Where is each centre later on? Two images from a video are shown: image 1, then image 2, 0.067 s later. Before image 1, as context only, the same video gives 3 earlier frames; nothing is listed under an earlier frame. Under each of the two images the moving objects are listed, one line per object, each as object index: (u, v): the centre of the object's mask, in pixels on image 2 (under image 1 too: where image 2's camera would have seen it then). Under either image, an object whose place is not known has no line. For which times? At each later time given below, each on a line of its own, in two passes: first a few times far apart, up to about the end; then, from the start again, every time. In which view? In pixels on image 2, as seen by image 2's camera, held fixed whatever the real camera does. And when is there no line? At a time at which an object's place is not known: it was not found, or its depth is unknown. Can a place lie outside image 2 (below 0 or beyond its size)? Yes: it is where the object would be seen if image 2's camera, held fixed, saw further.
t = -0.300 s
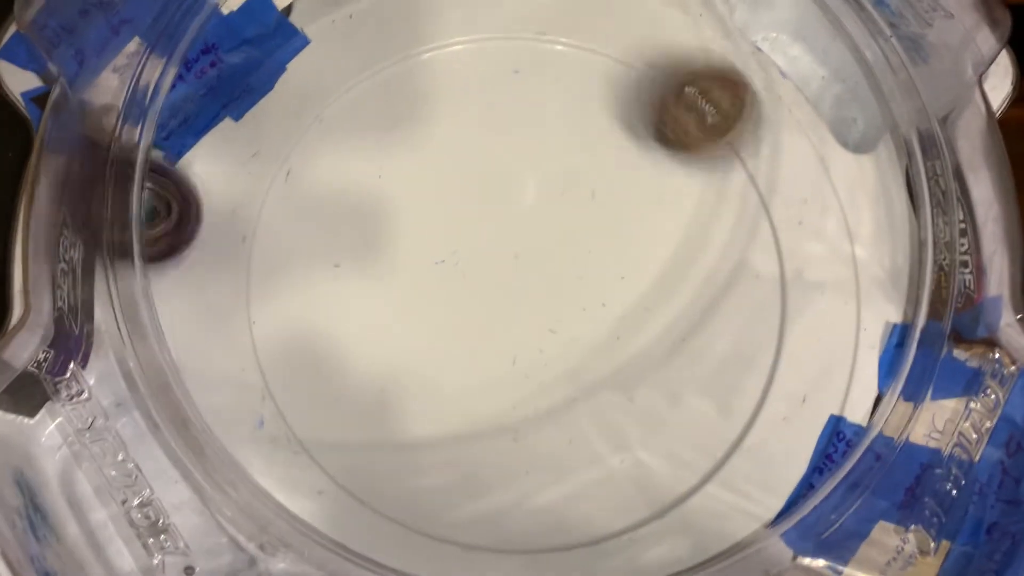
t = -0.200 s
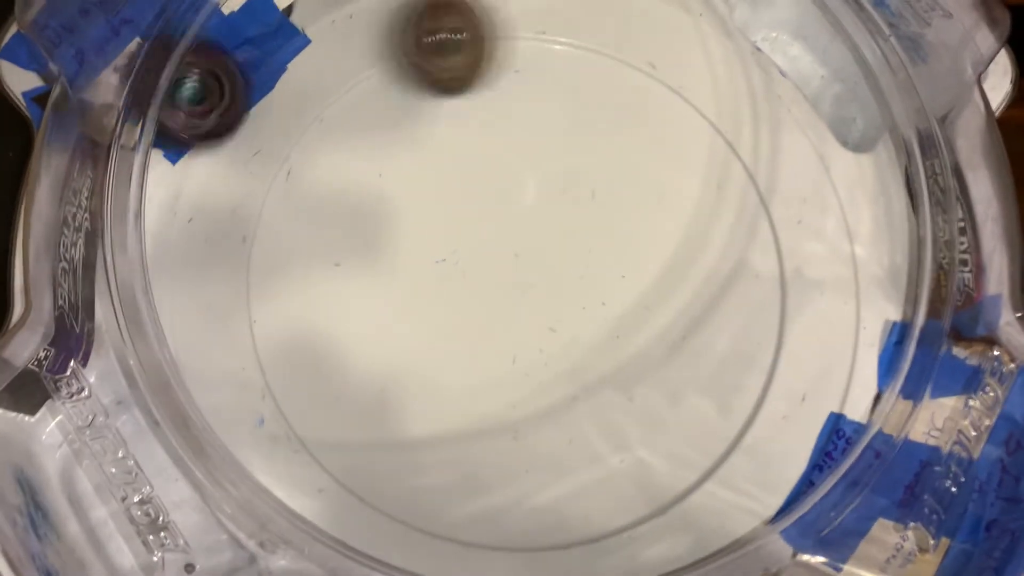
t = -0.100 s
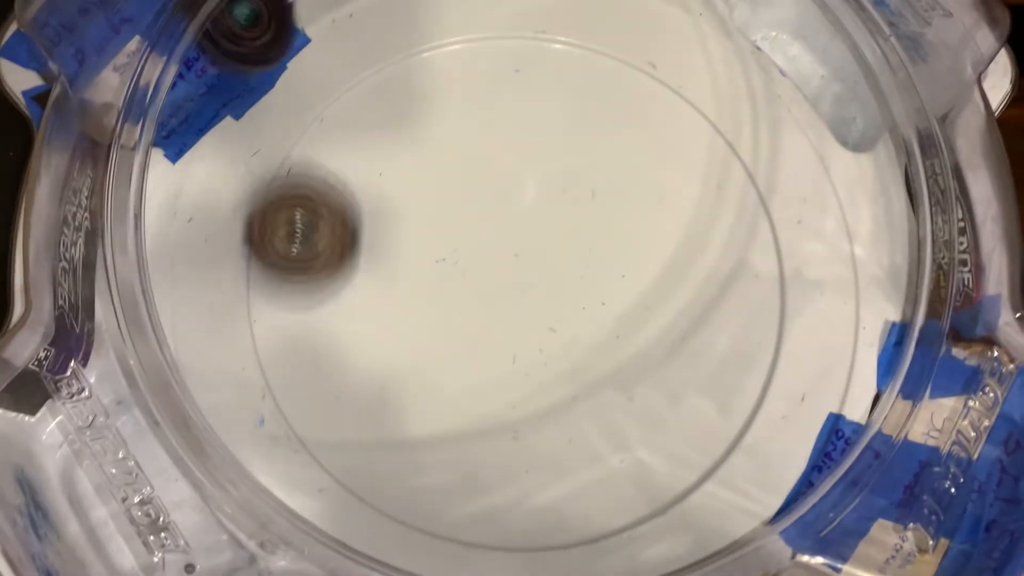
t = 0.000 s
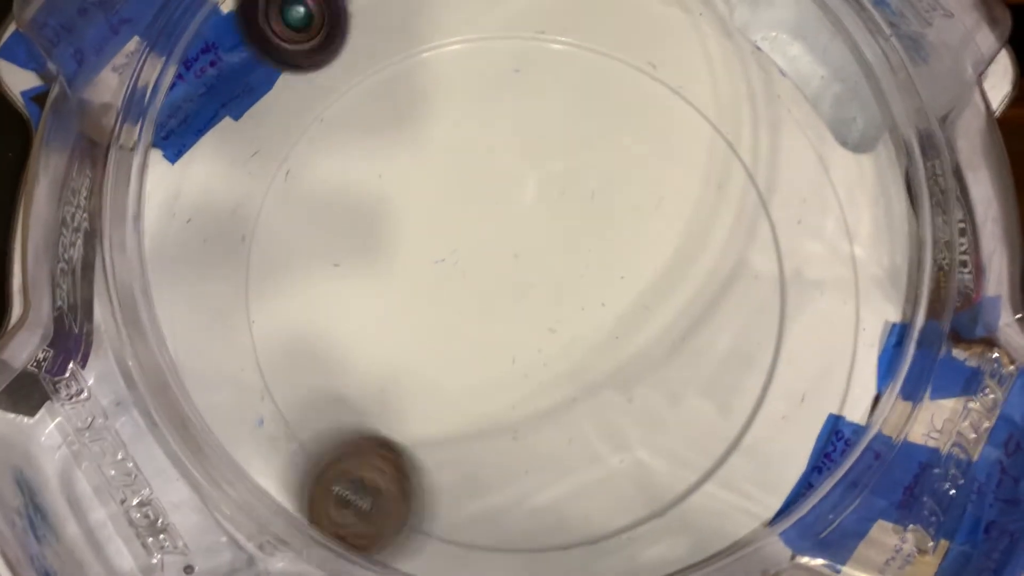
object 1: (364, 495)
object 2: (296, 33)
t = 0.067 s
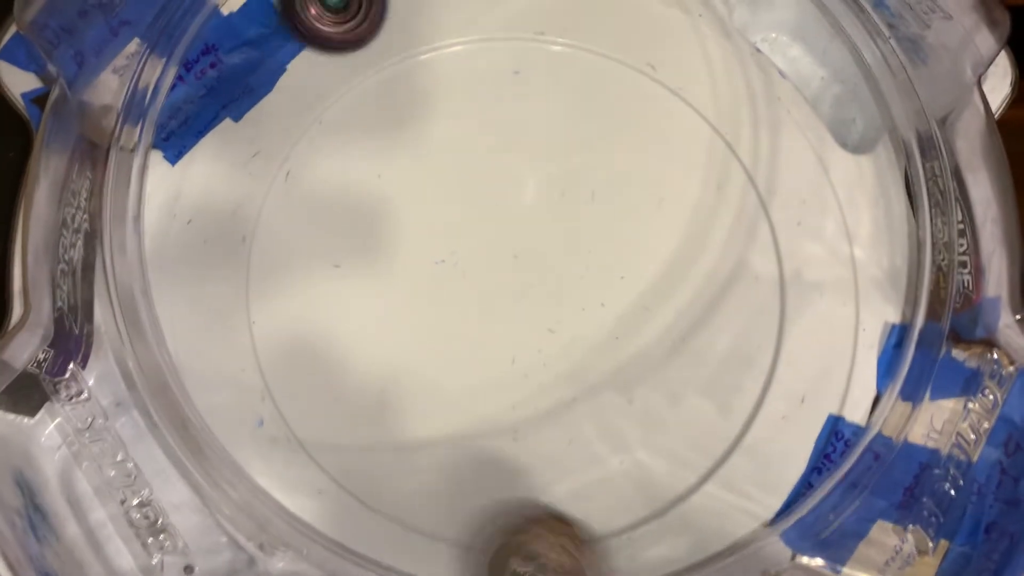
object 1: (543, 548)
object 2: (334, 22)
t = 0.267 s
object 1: (881, 274)
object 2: (497, 62)
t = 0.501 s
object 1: (557, 11)
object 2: (707, 240)
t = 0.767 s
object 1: (162, 325)
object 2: (658, 400)
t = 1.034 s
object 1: (718, 449)
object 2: (486, 323)
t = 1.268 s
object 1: (613, 50)
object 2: (410, 160)
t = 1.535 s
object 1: (285, 262)
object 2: (460, 302)
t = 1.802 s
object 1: (667, 473)
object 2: (497, 400)
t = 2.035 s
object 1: (684, 153)
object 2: (429, 313)
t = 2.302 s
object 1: (306, 202)
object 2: (497, 213)
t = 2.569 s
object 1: (503, 509)
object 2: (611, 253)
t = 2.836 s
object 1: (727, 292)
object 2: (572, 283)
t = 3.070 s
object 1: (460, 167)
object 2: (443, 269)
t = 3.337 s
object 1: (278, 243)
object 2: (368, 351)
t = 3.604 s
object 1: (443, 270)
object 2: (518, 403)
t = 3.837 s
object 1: (574, 136)
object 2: (533, 379)
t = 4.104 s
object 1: (483, 159)
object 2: (537, 318)
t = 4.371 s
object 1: (512, 228)
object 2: (636, 465)
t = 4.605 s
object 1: (559, 255)
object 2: (595, 415)
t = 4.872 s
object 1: (577, 290)
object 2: (555, 392)
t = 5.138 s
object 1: (553, 276)
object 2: (531, 401)
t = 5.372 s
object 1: (487, 251)
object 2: (548, 380)
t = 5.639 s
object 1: (471, 308)
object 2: (558, 370)
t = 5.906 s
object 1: (474, 253)
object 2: (539, 387)
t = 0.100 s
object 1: (634, 551)
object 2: (353, 19)
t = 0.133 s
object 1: (721, 530)
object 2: (374, 21)
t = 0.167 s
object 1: (804, 484)
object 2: (400, 26)
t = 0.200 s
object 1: (860, 412)
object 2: (430, 33)
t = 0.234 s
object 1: (905, 339)
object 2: (465, 43)
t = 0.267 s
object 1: (881, 274)
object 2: (497, 62)
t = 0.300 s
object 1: (869, 223)
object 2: (533, 88)
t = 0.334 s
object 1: (845, 165)
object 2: (567, 114)
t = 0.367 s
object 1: (808, 110)
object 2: (599, 139)
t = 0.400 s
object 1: (765, 56)
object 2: (629, 166)
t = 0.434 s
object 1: (708, 24)
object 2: (657, 192)
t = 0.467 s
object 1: (636, 14)
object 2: (683, 217)
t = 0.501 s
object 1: (557, 11)
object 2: (707, 240)
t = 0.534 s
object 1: (481, 13)
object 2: (731, 263)
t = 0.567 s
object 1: (405, 19)
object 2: (752, 286)
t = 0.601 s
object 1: (333, 30)
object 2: (762, 311)
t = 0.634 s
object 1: (264, 55)
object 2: (749, 332)
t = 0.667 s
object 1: (216, 106)
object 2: (731, 350)
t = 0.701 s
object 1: (180, 173)
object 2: (708, 368)
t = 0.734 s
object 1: (133, 240)
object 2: (683, 384)
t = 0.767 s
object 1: (162, 325)
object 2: (658, 400)
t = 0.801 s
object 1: (201, 405)
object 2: (630, 411)
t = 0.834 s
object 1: (255, 488)
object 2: (601, 418)
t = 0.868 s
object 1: (334, 533)
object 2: (573, 425)
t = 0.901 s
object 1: (425, 528)
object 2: (543, 428)
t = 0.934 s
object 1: (513, 525)
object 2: (519, 419)
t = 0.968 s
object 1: (586, 522)
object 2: (511, 385)
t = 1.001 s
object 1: (656, 496)
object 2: (498, 356)
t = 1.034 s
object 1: (718, 449)
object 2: (486, 323)
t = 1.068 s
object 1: (755, 385)
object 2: (474, 291)
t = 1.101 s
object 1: (776, 316)
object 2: (463, 263)
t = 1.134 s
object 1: (775, 246)
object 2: (451, 234)
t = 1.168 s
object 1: (750, 182)
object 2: (439, 210)
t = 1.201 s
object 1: (712, 123)
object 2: (427, 187)
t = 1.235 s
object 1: (666, 77)
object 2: (418, 172)
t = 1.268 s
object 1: (613, 50)
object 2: (410, 160)
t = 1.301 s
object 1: (552, 40)
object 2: (402, 158)
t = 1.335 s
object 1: (497, 38)
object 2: (401, 161)
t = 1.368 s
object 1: (443, 45)
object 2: (400, 171)
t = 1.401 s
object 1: (395, 66)
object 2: (405, 186)
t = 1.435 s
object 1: (355, 98)
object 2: (415, 209)
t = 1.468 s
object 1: (321, 144)
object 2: (429, 236)
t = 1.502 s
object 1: (300, 197)
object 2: (444, 264)
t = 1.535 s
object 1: (285, 262)
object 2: (460, 302)
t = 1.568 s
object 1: (286, 328)
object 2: (476, 325)
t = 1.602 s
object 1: (301, 397)
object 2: (491, 352)
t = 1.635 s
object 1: (335, 461)
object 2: (501, 371)
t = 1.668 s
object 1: (404, 486)
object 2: (508, 386)
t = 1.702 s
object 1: (475, 504)
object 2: (510, 397)
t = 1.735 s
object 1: (545, 517)
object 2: (509, 401)
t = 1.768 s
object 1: (611, 507)
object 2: (505, 403)
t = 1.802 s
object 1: (667, 473)
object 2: (497, 400)
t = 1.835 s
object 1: (711, 427)
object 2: (487, 395)
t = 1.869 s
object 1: (742, 378)
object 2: (473, 388)
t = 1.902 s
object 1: (760, 326)
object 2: (458, 374)
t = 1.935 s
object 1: (759, 278)
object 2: (444, 358)
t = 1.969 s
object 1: (747, 228)
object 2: (437, 343)
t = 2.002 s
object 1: (720, 188)
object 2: (432, 330)
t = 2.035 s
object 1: (684, 153)
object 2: (429, 313)
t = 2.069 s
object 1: (638, 128)
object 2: (428, 296)
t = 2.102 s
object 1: (589, 112)
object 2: (432, 278)
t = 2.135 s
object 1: (535, 105)
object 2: (438, 264)
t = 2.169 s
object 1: (482, 107)
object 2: (447, 250)
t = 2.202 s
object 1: (435, 118)
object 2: (456, 239)
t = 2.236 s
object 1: (386, 138)
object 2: (468, 227)
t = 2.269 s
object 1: (346, 166)
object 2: (483, 220)
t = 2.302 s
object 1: (306, 202)
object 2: (497, 213)
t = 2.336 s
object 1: (276, 242)
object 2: (513, 211)
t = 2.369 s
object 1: (255, 292)
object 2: (530, 209)
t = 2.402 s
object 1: (271, 339)
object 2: (546, 212)
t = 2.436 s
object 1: (302, 392)
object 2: (560, 215)
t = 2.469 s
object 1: (332, 440)
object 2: (575, 222)
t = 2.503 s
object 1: (384, 476)
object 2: (589, 230)
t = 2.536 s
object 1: (444, 500)
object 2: (601, 241)
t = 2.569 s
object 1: (503, 509)
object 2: (611, 253)
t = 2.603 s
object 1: (563, 504)
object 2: (620, 268)
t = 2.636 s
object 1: (612, 482)
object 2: (626, 284)
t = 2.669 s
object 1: (652, 446)
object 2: (628, 300)
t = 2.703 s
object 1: (682, 416)
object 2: (627, 306)
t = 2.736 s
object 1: (710, 396)
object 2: (621, 295)
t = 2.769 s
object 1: (728, 365)
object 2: (609, 288)
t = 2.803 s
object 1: (734, 330)
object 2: (594, 286)
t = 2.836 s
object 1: (727, 292)
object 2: (572, 283)
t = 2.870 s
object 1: (709, 254)
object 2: (554, 280)
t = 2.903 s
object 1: (681, 220)
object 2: (538, 278)
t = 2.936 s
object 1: (642, 193)
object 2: (519, 275)
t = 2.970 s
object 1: (598, 174)
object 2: (500, 273)
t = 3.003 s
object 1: (553, 163)
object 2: (481, 270)
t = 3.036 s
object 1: (506, 162)
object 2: (463, 269)
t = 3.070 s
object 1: (460, 167)
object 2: (443, 269)
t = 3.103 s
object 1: (426, 163)
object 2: (424, 280)
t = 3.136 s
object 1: (395, 168)
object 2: (403, 289)
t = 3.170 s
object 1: (366, 181)
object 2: (385, 293)
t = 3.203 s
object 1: (339, 185)
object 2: (375, 308)
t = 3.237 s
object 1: (313, 191)
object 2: (364, 322)
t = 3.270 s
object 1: (292, 203)
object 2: (359, 332)
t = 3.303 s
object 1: (281, 220)
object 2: (363, 343)
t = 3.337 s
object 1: (278, 243)
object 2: (368, 351)
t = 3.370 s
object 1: (285, 266)
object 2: (381, 356)
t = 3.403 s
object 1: (298, 281)
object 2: (402, 367)
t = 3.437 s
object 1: (311, 282)
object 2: (426, 388)
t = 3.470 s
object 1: (332, 283)
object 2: (449, 396)
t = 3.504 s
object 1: (357, 287)
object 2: (472, 403)
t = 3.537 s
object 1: (386, 285)
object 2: (493, 403)
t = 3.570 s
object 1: (415, 280)
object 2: (506, 404)
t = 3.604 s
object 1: (443, 270)
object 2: (518, 403)
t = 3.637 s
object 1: (472, 258)
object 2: (528, 401)
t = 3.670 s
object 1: (501, 243)
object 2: (532, 405)
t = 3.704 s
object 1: (525, 225)
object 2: (536, 407)
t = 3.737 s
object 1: (545, 205)
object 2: (538, 405)
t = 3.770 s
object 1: (560, 183)
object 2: (539, 399)
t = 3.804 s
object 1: (570, 160)
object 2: (536, 388)
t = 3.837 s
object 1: (574, 136)
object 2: (533, 379)
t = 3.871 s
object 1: (571, 114)
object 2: (530, 370)
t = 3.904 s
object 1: (560, 95)
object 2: (525, 359)
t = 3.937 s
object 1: (544, 84)
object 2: (522, 347)
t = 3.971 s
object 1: (527, 84)
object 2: (520, 337)
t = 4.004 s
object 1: (511, 93)
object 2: (522, 327)
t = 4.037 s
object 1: (498, 109)
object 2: (526, 319)
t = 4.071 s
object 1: (487, 131)
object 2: (533, 316)
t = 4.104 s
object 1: (483, 159)
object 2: (537, 318)
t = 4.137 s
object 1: (485, 189)
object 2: (541, 318)
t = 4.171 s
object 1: (491, 225)
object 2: (546, 314)
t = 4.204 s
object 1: (492, 230)
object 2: (563, 337)
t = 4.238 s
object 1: (494, 226)
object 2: (589, 373)
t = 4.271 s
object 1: (498, 223)
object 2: (606, 403)
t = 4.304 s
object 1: (502, 223)
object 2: (619, 427)
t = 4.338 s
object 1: (507, 225)
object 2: (630, 454)
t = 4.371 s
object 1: (512, 228)
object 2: (636, 465)
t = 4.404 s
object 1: (517, 232)
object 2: (635, 464)
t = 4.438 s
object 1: (523, 235)
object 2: (629, 461)
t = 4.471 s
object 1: (530, 239)
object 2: (620, 455)
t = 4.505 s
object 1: (538, 243)
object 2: (611, 446)
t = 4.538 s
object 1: (546, 247)
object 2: (605, 434)
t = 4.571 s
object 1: (553, 251)
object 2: (602, 424)
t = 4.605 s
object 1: (559, 255)
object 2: (595, 415)
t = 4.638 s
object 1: (564, 258)
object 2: (585, 408)
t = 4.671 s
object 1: (568, 262)
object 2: (575, 400)
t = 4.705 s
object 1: (571, 267)
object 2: (567, 395)
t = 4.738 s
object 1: (574, 271)
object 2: (557, 393)
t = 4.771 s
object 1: (577, 276)
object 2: (555, 392)
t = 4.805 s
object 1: (578, 281)
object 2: (555, 391)
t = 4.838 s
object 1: (578, 284)
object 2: (554, 391)
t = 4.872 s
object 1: (577, 290)
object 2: (555, 392)
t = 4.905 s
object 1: (575, 293)
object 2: (557, 392)
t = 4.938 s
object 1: (573, 298)
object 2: (559, 392)
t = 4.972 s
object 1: (569, 301)
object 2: (557, 392)
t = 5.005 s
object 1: (565, 307)
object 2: (555, 394)
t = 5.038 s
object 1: (563, 308)
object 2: (553, 396)
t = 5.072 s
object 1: (563, 299)
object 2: (553, 396)
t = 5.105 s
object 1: (560, 288)
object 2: (538, 403)
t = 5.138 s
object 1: (553, 276)
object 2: (531, 401)
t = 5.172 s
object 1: (547, 267)
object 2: (526, 401)
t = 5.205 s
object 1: (537, 260)
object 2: (526, 401)
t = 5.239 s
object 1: (526, 255)
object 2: (528, 399)
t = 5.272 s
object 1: (516, 251)
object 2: (531, 397)
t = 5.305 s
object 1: (506, 250)
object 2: (541, 385)
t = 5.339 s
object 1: (496, 251)
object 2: (543, 383)
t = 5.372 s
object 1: (487, 251)
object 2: (548, 380)
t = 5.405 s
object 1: (479, 256)
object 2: (556, 376)
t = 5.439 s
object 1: (471, 262)
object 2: (556, 374)
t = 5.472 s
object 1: (467, 267)
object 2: (565, 369)
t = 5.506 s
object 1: (464, 274)
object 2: (566, 369)
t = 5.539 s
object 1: (464, 282)
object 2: (562, 371)
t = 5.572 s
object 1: (464, 292)
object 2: (560, 371)
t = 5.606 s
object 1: (467, 301)
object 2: (558, 371)
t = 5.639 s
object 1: (471, 308)
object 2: (558, 370)
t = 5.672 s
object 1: (479, 313)
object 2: (549, 375)
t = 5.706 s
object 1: (488, 317)
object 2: (544, 381)
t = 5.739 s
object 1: (496, 315)
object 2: (543, 382)
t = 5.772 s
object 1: (496, 301)
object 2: (542, 385)
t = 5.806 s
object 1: (493, 287)
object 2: (541, 388)
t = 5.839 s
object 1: (486, 275)
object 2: (532, 393)
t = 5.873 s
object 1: (480, 265)
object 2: (537, 389)
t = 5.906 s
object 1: (474, 253)
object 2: (539, 387)
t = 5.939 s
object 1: (468, 249)
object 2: (539, 385)
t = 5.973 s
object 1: (465, 245)
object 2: (542, 382)
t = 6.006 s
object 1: (464, 242)
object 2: (544, 378)
